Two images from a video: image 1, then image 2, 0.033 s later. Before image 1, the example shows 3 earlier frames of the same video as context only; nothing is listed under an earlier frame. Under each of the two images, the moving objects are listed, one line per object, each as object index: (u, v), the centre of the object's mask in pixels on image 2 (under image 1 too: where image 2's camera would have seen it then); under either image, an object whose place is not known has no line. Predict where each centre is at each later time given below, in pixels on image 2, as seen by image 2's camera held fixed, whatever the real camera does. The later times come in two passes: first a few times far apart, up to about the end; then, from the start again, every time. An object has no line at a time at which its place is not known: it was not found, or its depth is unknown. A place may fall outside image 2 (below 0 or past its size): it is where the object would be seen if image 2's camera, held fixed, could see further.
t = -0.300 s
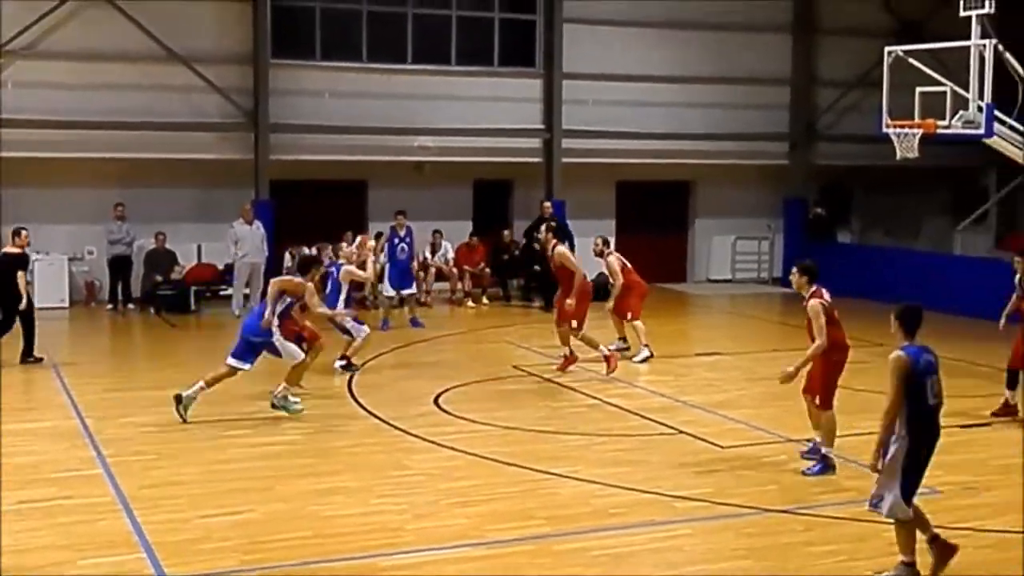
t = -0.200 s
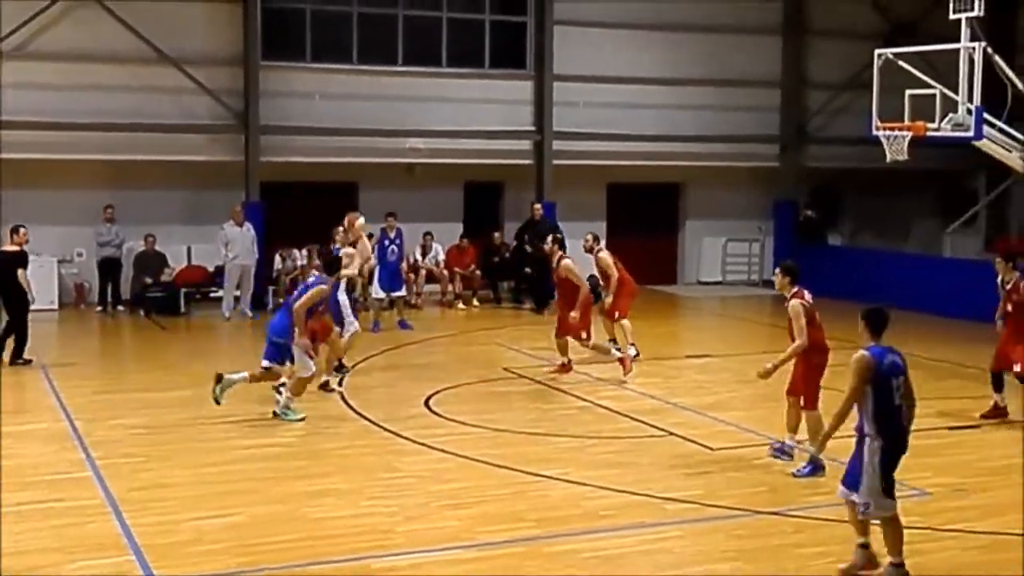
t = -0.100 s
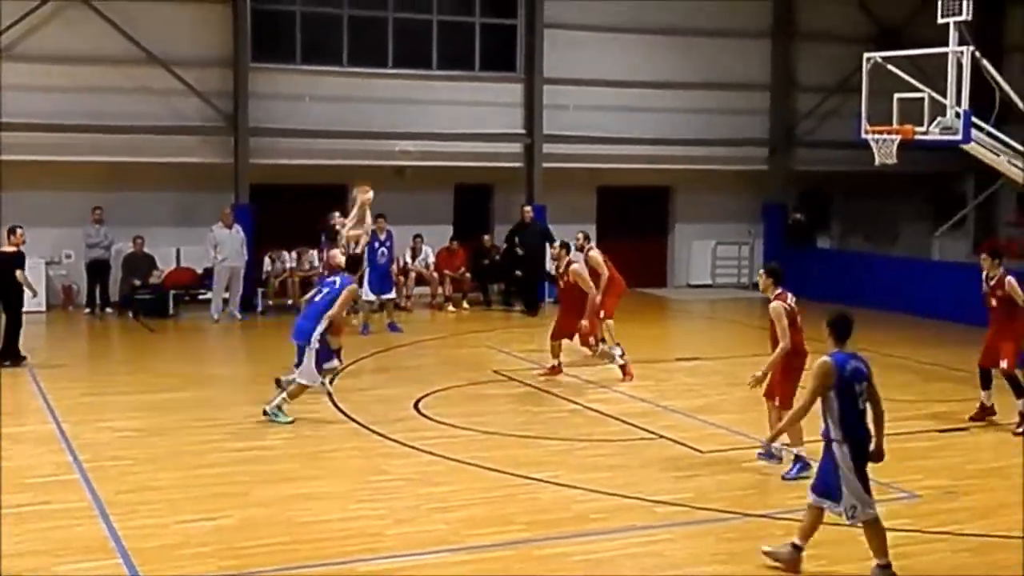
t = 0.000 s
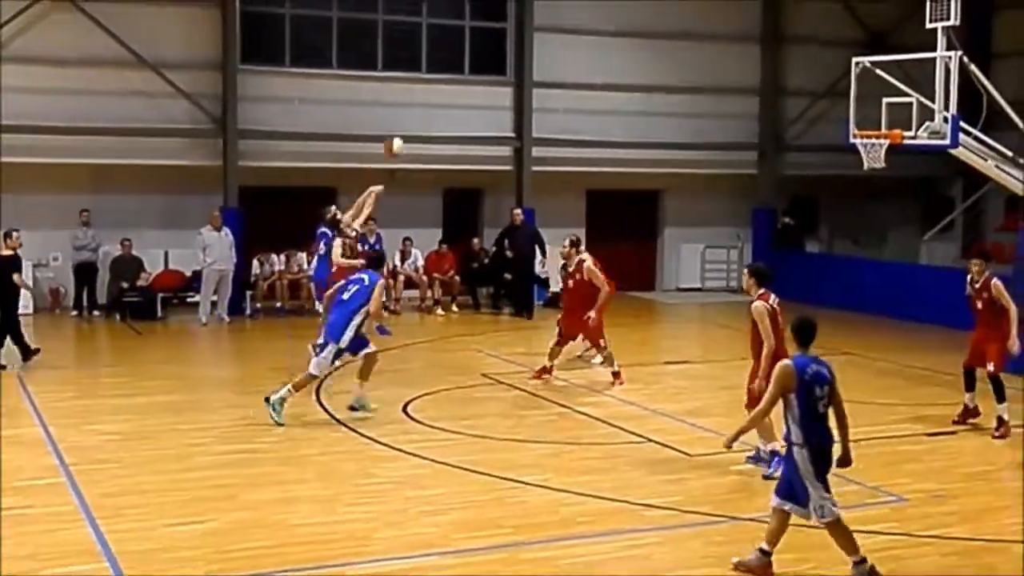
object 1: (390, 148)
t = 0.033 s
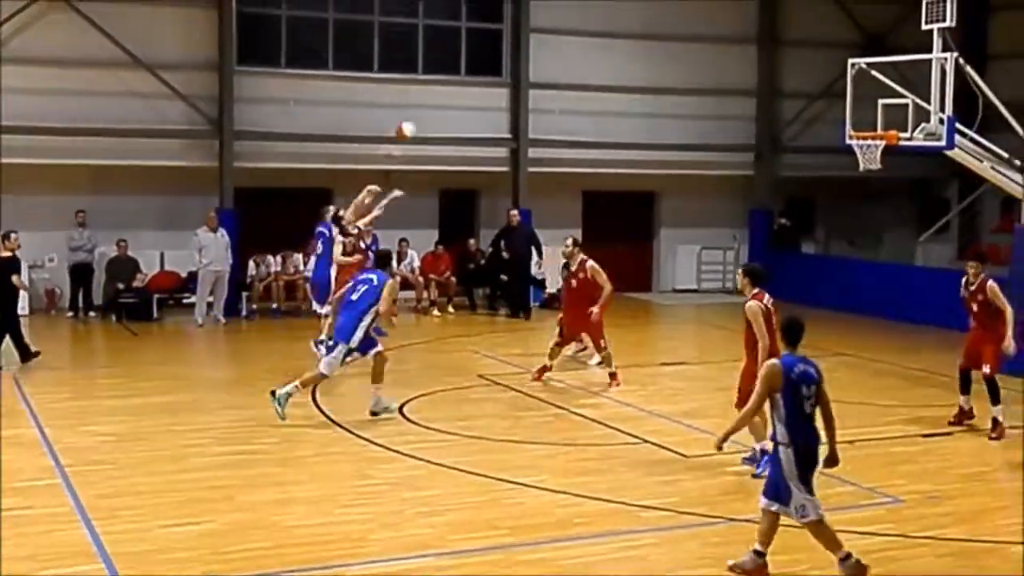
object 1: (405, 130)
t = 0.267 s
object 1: (514, 47)
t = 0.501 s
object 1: (618, 6)
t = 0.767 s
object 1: (732, 18)
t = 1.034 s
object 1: (840, 87)
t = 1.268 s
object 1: (852, 78)
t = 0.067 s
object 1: (421, 117)
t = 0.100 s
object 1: (436, 103)
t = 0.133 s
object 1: (452, 90)
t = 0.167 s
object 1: (466, 77)
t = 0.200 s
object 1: (483, 66)
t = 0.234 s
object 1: (499, 57)
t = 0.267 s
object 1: (514, 47)
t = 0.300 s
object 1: (528, 38)
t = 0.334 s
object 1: (541, 29)
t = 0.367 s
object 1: (558, 24)
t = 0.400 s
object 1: (572, 18)
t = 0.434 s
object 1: (587, 13)
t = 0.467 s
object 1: (603, 9)
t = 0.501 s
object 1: (618, 6)
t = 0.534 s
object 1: (632, 4)
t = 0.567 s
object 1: (646, 3)
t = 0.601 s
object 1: (660, 3)
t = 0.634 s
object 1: (674, 4)
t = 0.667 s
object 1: (689, 6)
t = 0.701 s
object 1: (703, 8)
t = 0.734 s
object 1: (718, 13)
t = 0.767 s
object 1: (732, 18)
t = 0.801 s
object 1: (747, 24)
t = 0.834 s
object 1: (759, 30)
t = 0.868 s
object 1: (775, 38)
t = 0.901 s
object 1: (789, 45)
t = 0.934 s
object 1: (803, 54)
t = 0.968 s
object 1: (817, 63)
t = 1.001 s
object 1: (827, 75)
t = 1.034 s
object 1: (840, 87)
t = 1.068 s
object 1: (853, 97)
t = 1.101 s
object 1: (865, 112)
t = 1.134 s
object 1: (882, 125)
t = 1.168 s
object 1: (870, 113)
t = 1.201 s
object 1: (864, 100)
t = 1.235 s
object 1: (857, 87)
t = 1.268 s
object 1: (852, 78)
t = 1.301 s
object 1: (846, 69)
